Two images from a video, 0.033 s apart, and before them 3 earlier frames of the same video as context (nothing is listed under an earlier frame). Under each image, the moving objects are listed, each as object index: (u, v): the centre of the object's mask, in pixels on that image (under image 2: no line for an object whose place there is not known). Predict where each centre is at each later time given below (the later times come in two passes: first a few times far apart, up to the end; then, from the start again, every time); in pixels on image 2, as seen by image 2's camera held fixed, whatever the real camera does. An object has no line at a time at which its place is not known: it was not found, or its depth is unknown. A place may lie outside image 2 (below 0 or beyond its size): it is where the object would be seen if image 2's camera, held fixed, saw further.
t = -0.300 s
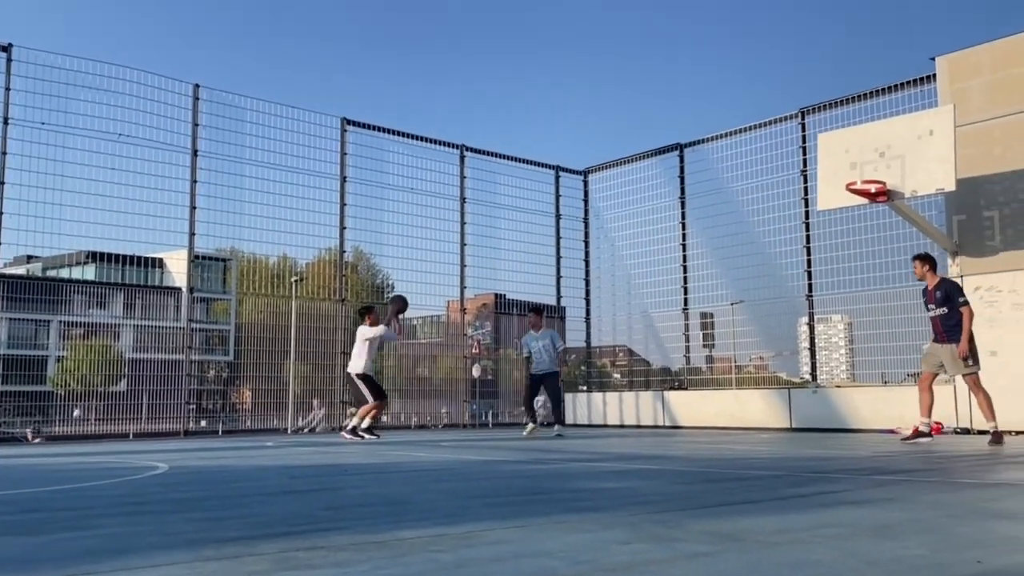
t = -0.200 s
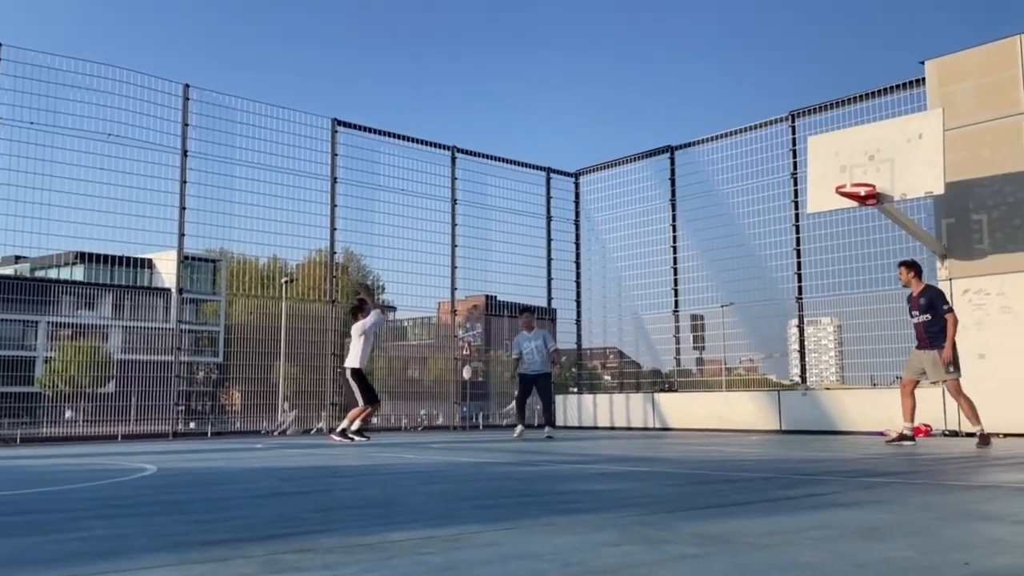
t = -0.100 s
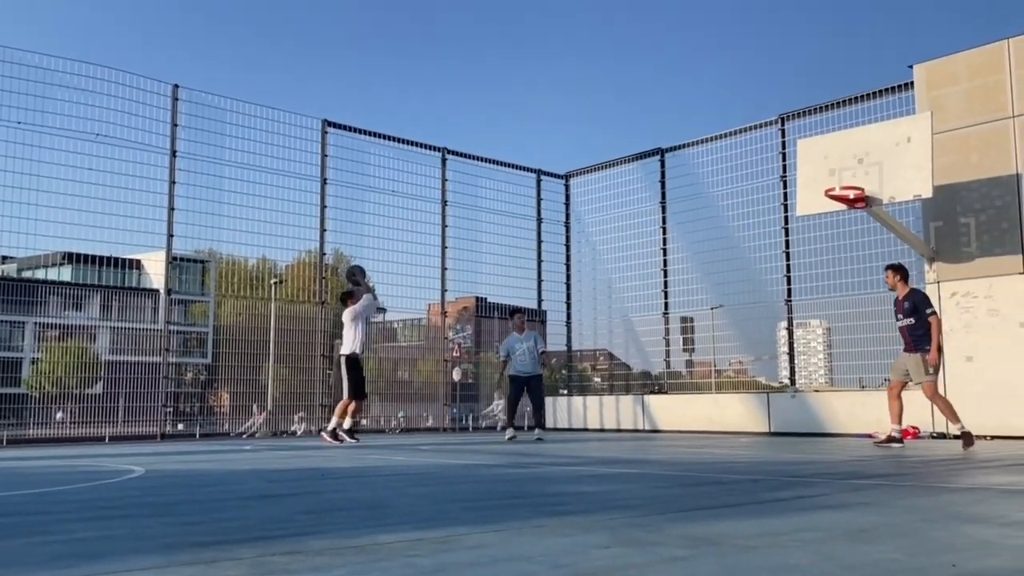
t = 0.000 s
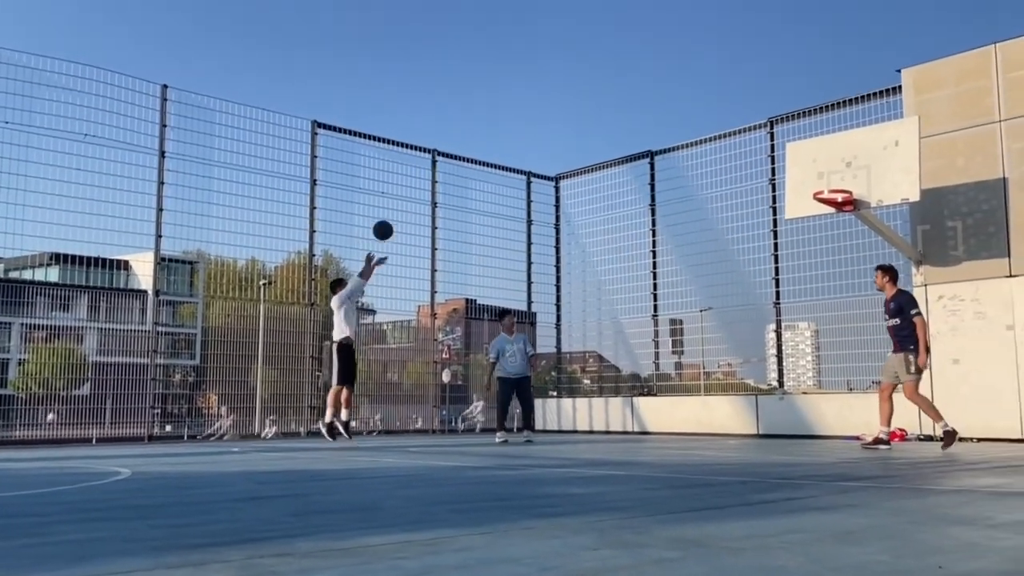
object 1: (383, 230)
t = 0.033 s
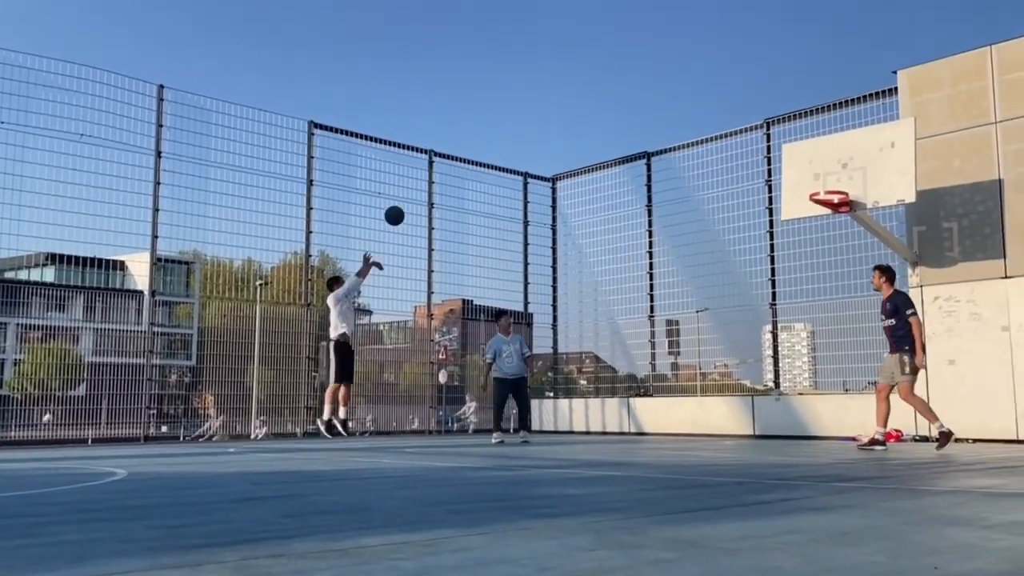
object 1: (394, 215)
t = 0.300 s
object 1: (510, 128)
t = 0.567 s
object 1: (618, 99)
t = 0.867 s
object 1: (738, 132)
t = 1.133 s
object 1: (825, 171)
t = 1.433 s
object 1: (856, 146)
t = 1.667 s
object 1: (859, 160)
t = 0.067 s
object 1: (409, 201)
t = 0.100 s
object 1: (424, 188)
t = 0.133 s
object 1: (439, 176)
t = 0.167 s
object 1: (453, 164)
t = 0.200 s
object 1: (467, 154)
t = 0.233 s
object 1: (482, 144)
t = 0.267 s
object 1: (495, 136)
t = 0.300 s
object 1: (510, 128)
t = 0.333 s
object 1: (523, 121)
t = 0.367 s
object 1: (537, 115)
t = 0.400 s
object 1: (551, 110)
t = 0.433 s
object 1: (564, 106)
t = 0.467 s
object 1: (578, 104)
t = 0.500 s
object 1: (591, 101)
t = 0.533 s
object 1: (605, 100)
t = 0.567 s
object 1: (618, 99)
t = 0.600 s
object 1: (632, 99)
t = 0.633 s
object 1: (645, 100)
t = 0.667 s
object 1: (659, 102)
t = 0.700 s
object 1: (672, 105)
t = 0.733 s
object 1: (685, 108)
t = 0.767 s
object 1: (699, 113)
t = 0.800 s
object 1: (712, 118)
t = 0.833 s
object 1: (725, 125)
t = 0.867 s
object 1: (738, 132)
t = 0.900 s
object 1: (752, 139)
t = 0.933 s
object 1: (765, 149)
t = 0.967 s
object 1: (778, 158)
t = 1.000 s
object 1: (792, 168)
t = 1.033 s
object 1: (805, 180)
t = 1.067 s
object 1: (814, 183)
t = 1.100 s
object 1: (820, 177)
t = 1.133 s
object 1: (825, 171)
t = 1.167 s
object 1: (831, 166)
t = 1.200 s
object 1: (837, 162)
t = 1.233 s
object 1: (843, 159)
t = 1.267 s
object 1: (848, 157)
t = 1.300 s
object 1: (855, 157)
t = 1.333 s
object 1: (856, 154)
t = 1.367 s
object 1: (856, 150)
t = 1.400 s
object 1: (856, 148)
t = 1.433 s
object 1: (856, 146)
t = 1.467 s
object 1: (856, 145)
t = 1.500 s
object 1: (857, 145)
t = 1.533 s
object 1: (857, 147)
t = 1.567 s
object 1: (858, 148)
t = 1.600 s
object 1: (858, 151)
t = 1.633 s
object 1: (859, 155)
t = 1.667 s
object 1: (859, 160)
